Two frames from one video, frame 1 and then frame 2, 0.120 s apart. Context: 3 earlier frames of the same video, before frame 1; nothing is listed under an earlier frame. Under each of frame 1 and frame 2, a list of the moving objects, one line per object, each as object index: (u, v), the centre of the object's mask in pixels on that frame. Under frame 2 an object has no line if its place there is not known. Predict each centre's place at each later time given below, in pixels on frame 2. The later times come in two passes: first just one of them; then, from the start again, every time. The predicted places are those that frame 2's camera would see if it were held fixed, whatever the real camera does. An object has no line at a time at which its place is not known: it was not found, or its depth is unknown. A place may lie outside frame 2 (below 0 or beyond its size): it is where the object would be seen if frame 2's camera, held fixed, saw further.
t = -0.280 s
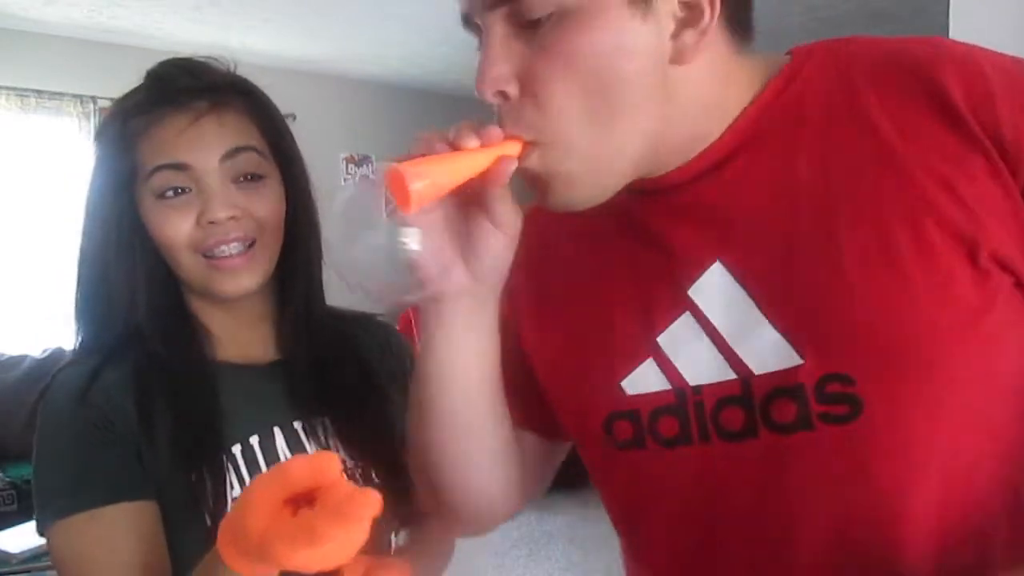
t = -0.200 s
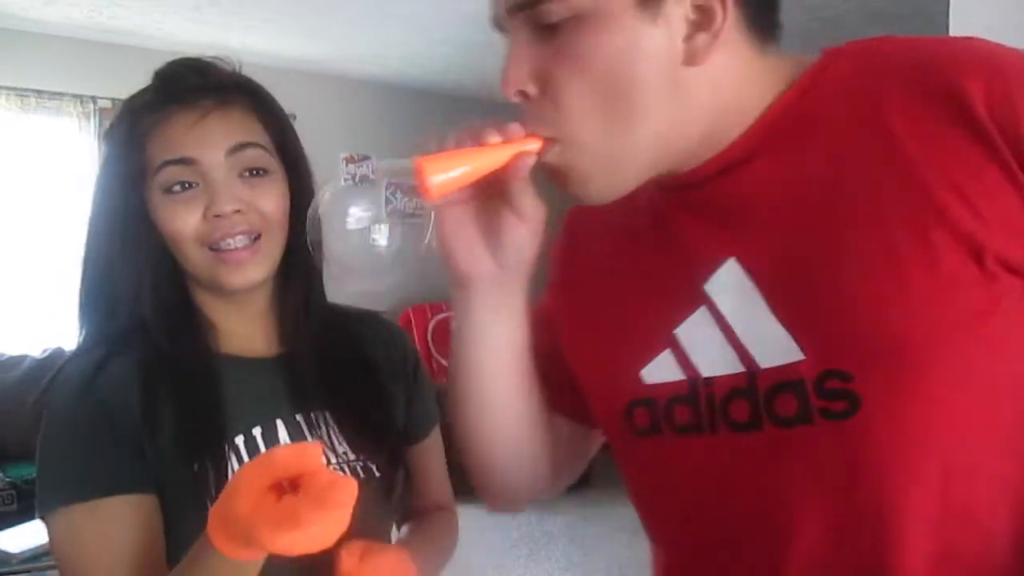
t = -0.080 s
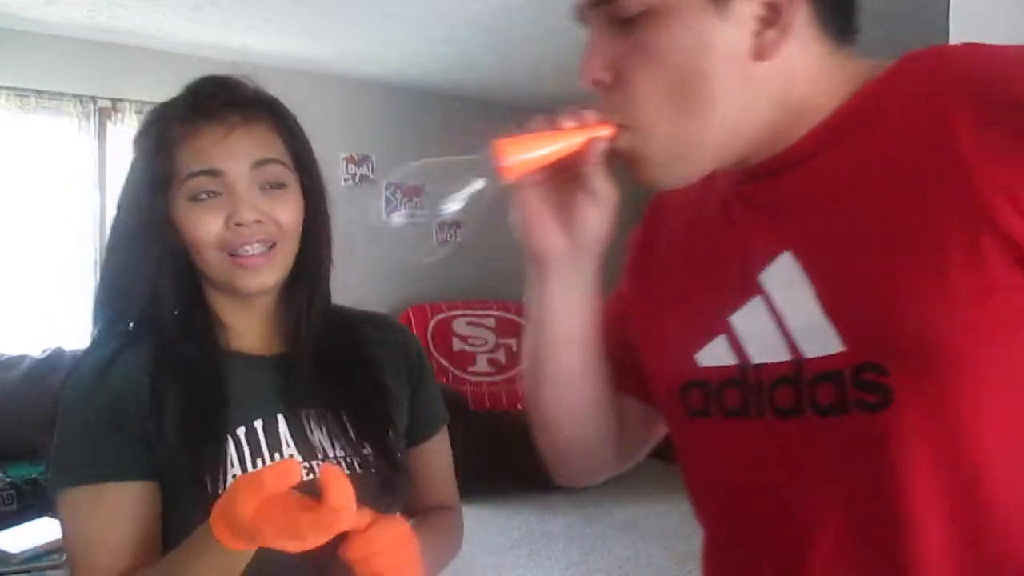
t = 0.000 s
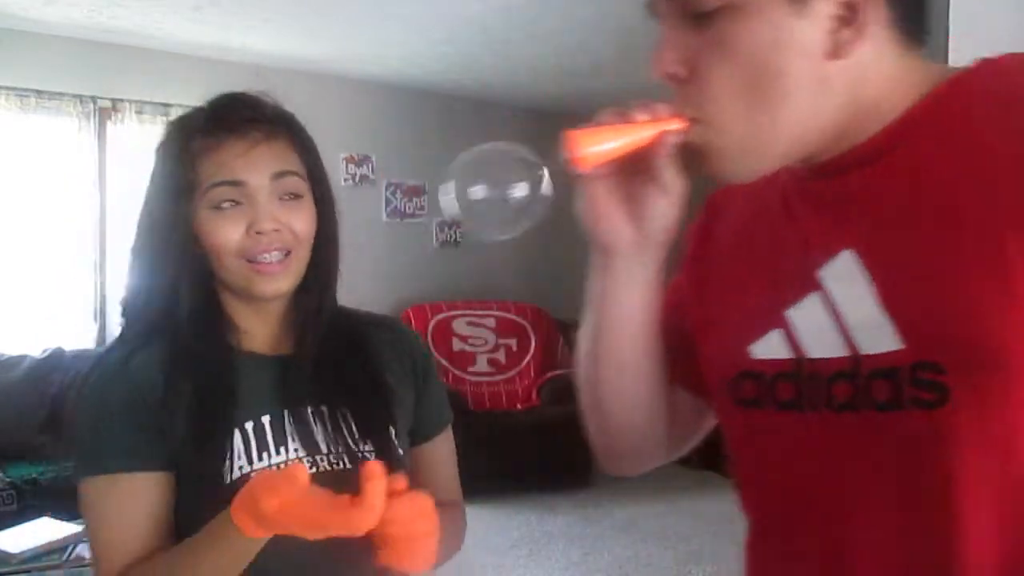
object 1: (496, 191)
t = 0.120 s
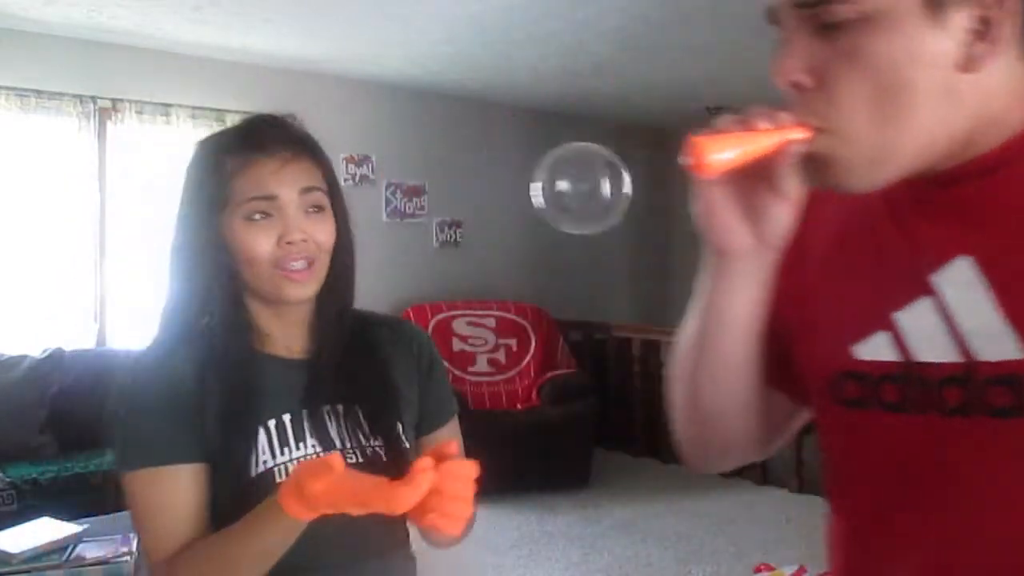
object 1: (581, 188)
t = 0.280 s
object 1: (668, 214)
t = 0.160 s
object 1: (598, 191)
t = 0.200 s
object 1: (625, 193)
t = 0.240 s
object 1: (645, 204)
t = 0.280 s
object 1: (668, 214)
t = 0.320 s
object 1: (687, 228)
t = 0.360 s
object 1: (704, 245)
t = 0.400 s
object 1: (720, 262)
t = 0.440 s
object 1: (737, 280)
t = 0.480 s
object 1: (752, 295)
